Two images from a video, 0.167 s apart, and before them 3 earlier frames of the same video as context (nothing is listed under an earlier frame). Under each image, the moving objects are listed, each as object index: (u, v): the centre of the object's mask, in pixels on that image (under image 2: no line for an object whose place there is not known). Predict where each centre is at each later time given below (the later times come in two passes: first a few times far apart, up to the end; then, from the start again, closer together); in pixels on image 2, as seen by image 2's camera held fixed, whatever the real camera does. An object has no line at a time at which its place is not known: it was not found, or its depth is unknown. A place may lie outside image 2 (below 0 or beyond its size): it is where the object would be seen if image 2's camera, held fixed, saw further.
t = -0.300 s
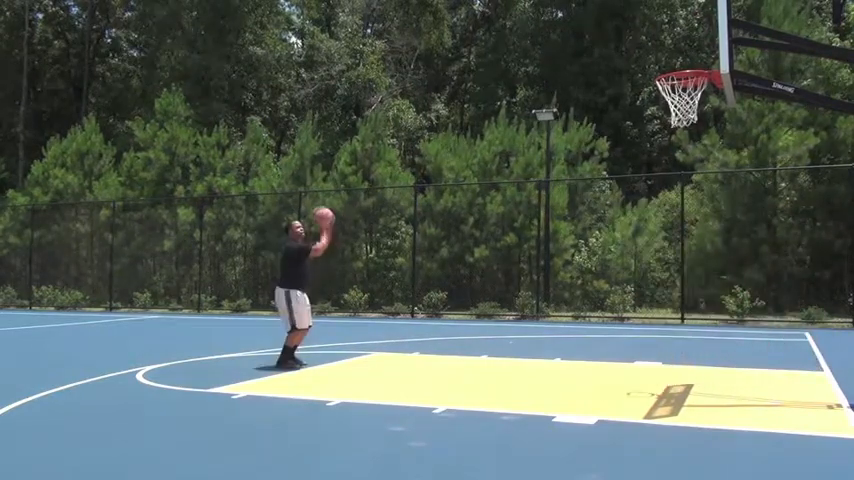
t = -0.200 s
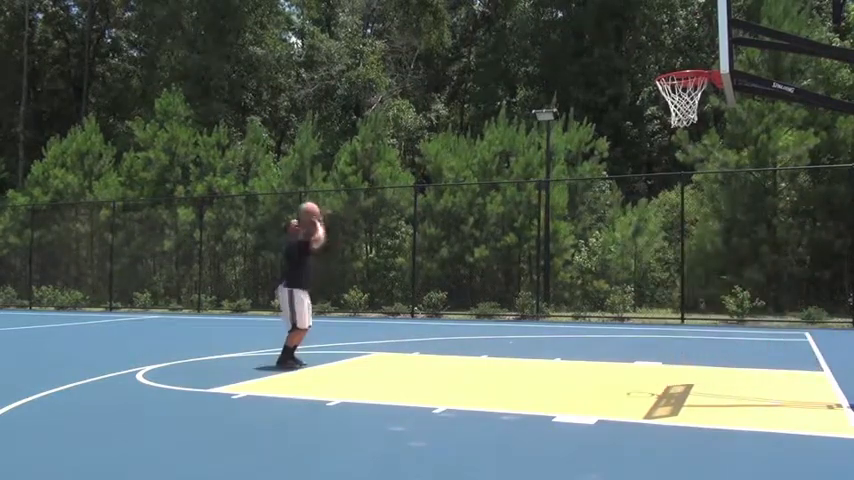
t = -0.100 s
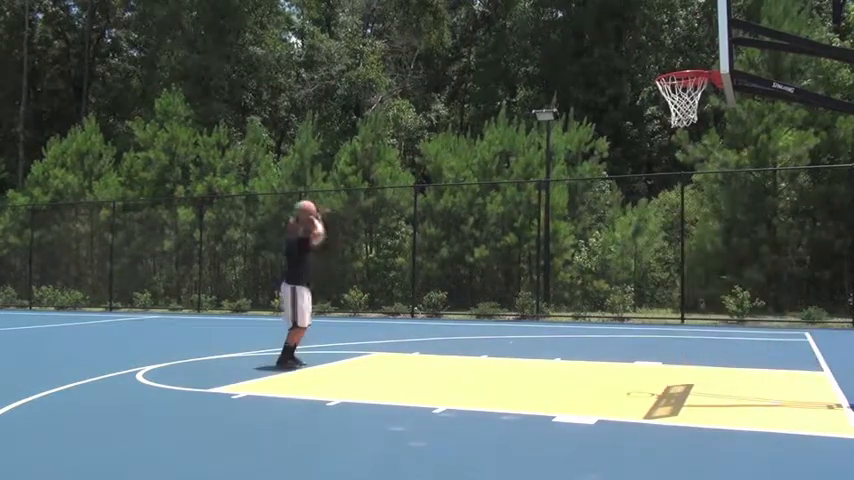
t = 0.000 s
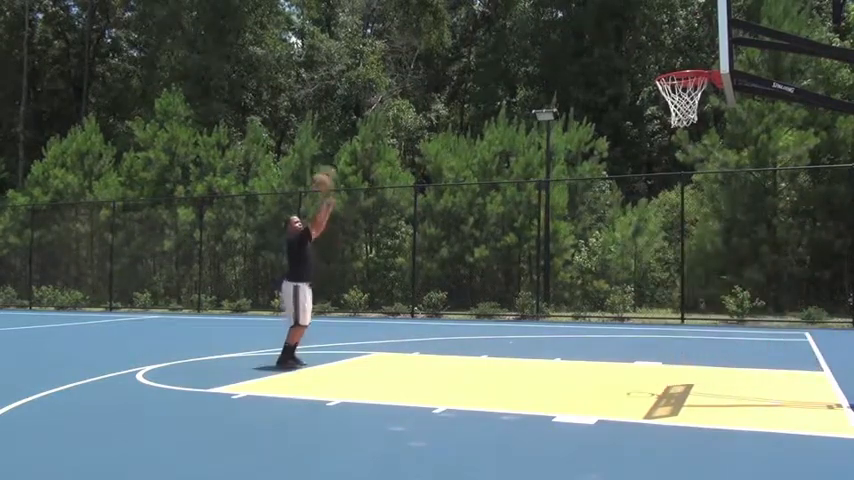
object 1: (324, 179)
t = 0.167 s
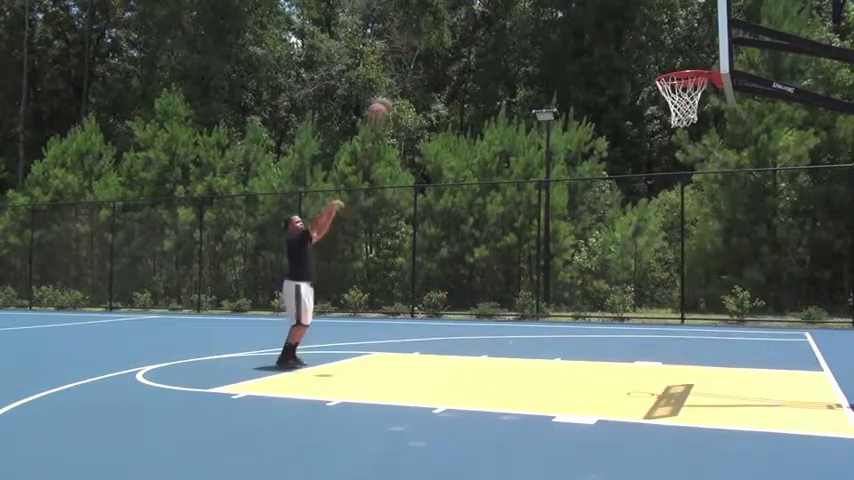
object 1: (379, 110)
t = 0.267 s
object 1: (416, 78)
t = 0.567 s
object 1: (529, 31)
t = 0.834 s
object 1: (643, 57)
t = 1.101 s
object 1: (704, 101)
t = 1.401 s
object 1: (685, 212)
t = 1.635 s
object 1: (677, 349)
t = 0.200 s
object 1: (390, 99)
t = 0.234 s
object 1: (403, 87)
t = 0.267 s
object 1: (416, 78)
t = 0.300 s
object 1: (427, 71)
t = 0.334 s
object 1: (439, 63)
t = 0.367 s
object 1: (452, 57)
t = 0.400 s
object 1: (465, 48)
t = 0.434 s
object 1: (477, 43)
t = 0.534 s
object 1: (516, 32)
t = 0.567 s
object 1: (529, 31)
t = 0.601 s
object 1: (542, 30)
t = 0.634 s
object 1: (556, 30)
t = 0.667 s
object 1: (571, 33)
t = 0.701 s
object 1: (584, 35)
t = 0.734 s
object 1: (599, 39)
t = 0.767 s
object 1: (613, 43)
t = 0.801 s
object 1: (628, 50)
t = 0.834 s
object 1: (643, 57)
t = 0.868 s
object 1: (657, 64)
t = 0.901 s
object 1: (675, 69)
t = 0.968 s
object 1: (700, 94)
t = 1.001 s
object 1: (701, 98)
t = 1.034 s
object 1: (704, 98)
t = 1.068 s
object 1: (704, 99)
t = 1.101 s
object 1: (704, 101)
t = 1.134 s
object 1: (702, 110)
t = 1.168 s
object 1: (699, 110)
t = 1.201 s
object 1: (695, 131)
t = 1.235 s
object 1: (695, 144)
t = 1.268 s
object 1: (693, 155)
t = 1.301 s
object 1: (692, 169)
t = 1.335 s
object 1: (690, 179)
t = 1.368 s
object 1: (687, 194)
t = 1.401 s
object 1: (685, 212)
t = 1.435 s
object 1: (684, 226)
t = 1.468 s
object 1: (683, 244)
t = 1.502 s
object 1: (681, 264)
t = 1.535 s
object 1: (680, 283)
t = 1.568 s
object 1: (679, 300)
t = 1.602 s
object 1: (677, 328)
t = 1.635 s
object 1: (677, 349)
